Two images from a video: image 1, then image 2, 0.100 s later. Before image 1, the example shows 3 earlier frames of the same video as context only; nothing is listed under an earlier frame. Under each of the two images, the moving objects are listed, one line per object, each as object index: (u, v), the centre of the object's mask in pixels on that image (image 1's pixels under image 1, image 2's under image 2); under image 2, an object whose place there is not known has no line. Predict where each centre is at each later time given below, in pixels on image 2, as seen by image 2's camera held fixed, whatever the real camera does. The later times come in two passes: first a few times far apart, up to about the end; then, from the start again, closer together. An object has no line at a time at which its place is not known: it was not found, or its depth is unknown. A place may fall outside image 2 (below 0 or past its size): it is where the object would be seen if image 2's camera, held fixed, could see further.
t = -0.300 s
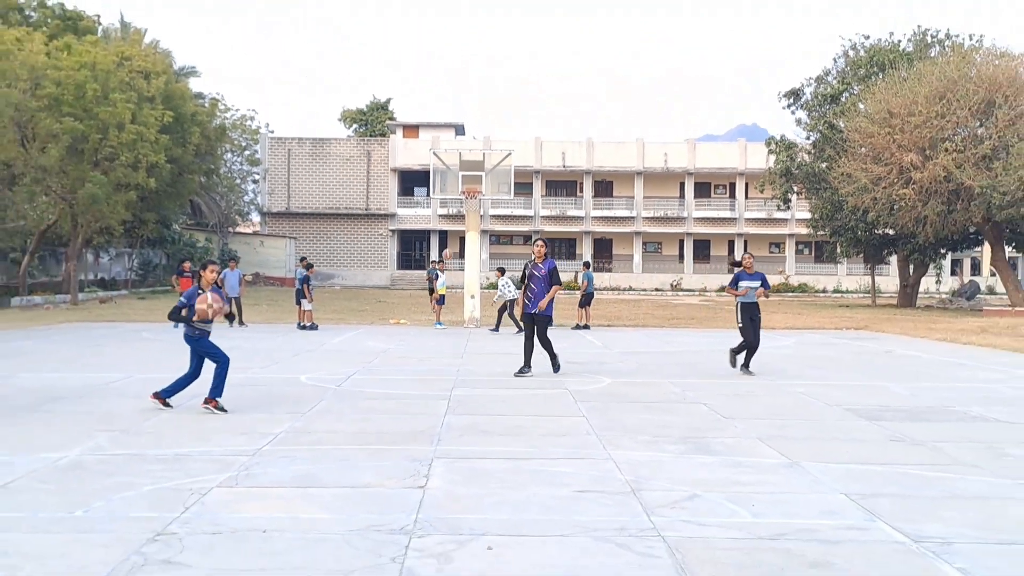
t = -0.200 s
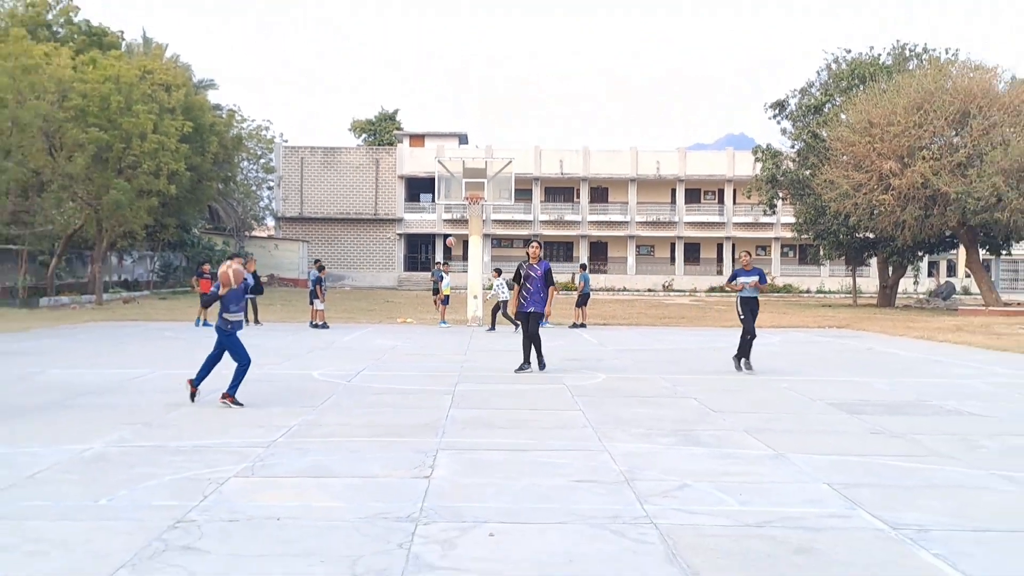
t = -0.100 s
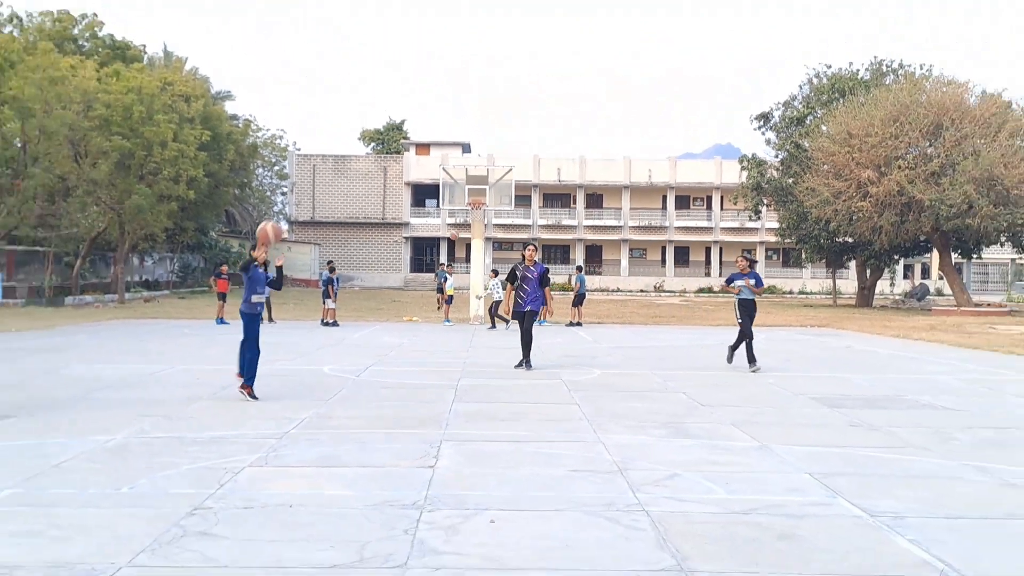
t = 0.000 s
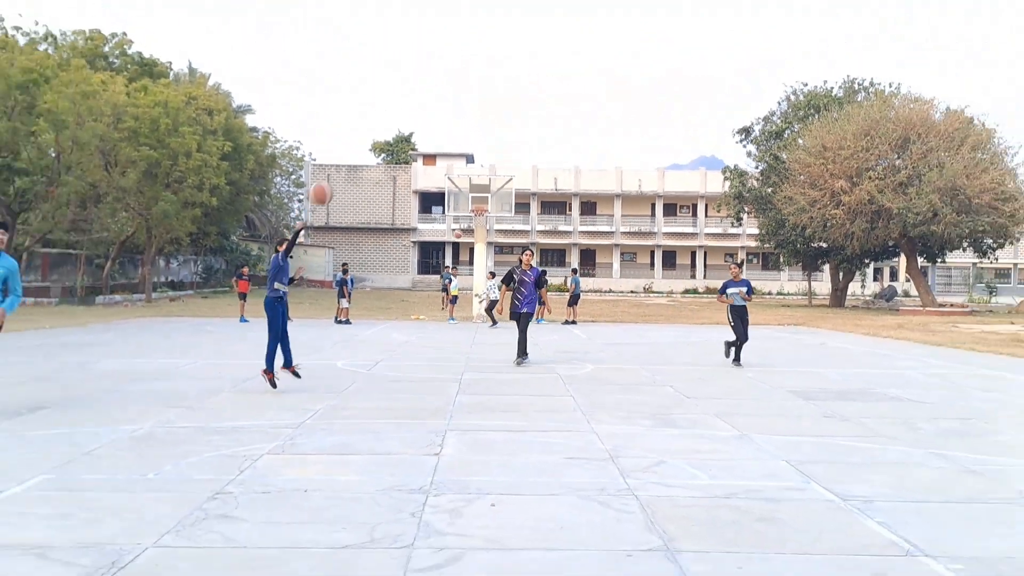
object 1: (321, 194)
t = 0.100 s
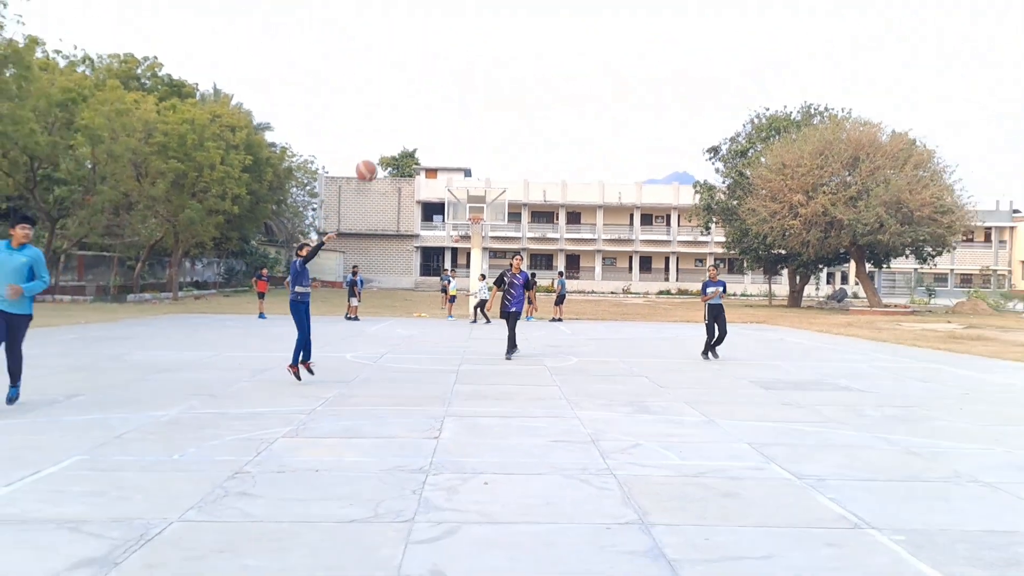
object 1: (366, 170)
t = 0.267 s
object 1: (428, 135)
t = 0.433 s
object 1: (497, 119)
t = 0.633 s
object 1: (597, 147)
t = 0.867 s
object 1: (745, 267)
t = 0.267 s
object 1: (428, 135)
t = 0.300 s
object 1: (441, 130)
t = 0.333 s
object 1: (454, 125)
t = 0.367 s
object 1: (468, 122)
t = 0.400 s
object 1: (482, 120)
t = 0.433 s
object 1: (497, 119)
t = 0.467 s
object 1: (512, 119)
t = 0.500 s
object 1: (528, 120)
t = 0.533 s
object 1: (544, 124)
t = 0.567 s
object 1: (561, 130)
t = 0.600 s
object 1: (579, 137)
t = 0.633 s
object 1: (597, 147)
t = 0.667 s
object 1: (616, 160)
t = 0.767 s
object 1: (677, 200)
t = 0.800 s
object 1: (698, 219)
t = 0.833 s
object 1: (722, 242)
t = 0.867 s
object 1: (745, 267)
